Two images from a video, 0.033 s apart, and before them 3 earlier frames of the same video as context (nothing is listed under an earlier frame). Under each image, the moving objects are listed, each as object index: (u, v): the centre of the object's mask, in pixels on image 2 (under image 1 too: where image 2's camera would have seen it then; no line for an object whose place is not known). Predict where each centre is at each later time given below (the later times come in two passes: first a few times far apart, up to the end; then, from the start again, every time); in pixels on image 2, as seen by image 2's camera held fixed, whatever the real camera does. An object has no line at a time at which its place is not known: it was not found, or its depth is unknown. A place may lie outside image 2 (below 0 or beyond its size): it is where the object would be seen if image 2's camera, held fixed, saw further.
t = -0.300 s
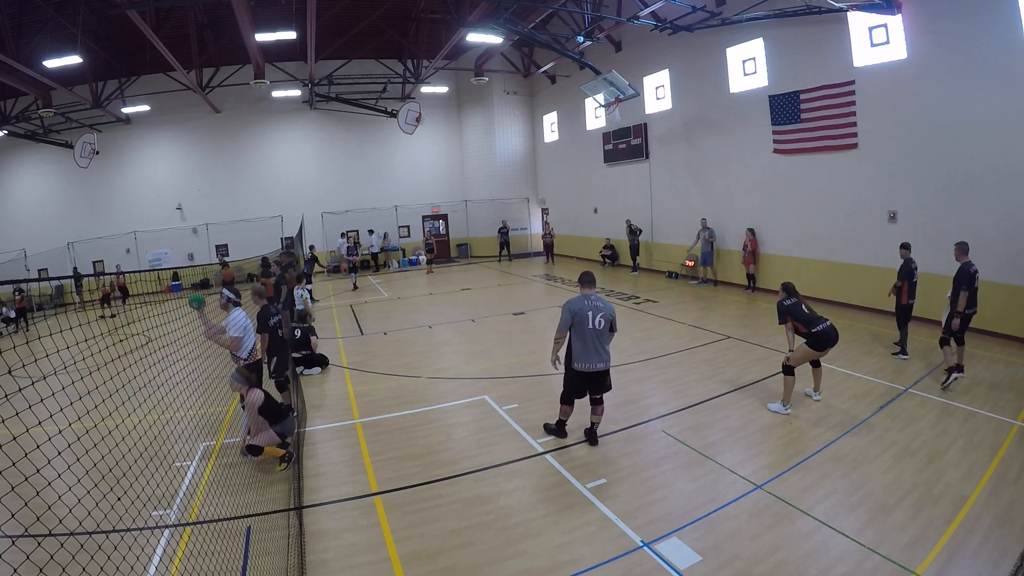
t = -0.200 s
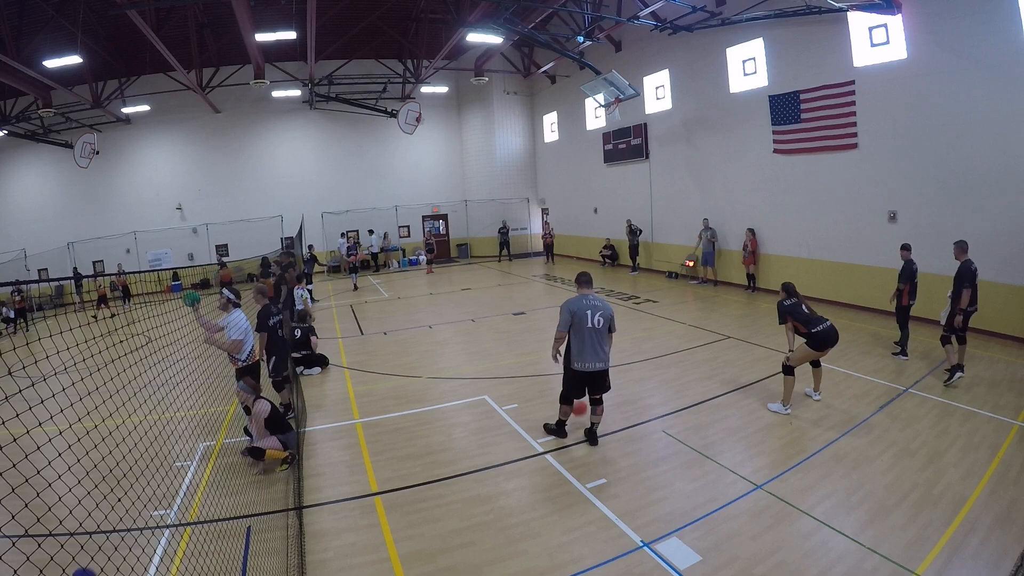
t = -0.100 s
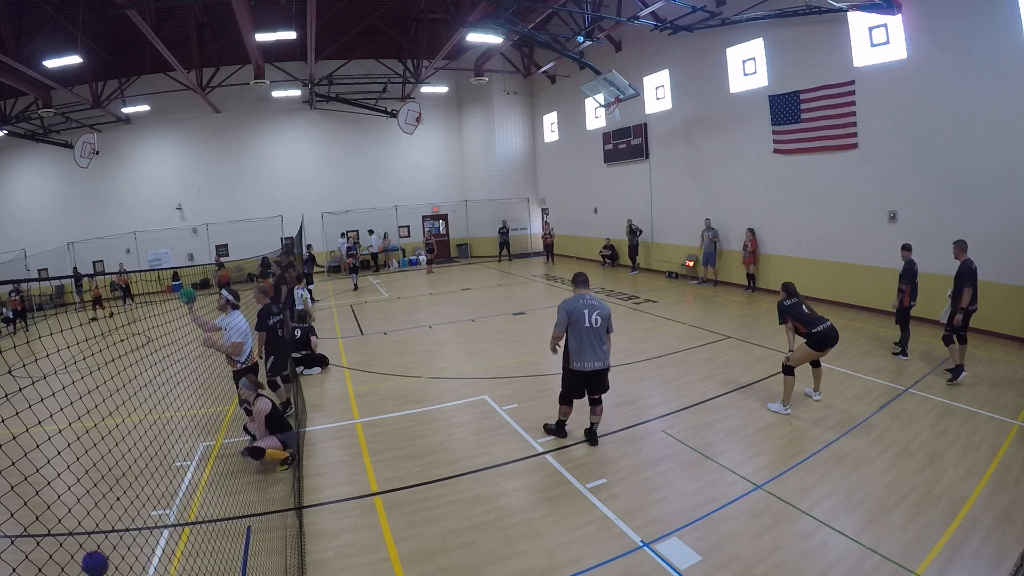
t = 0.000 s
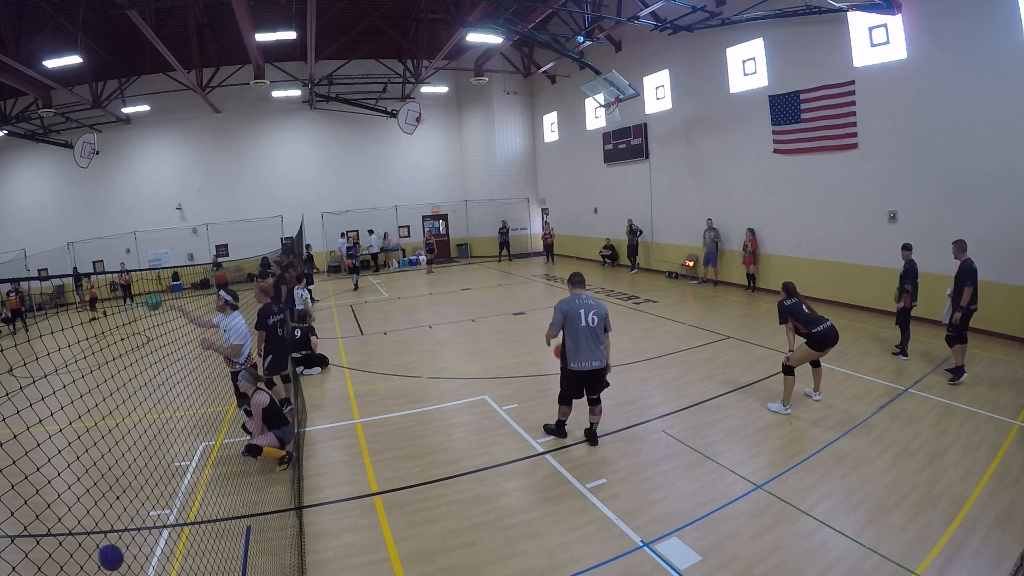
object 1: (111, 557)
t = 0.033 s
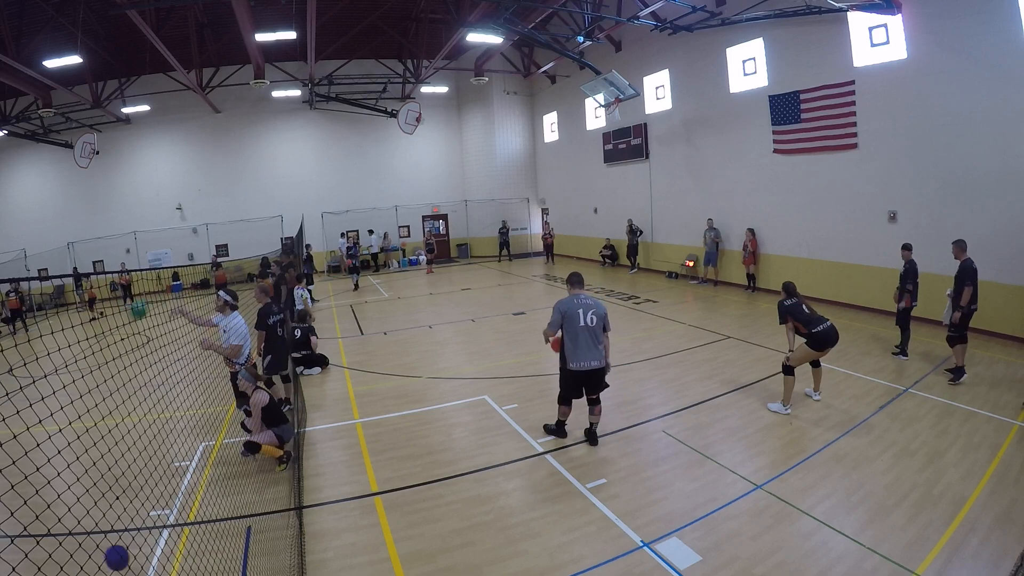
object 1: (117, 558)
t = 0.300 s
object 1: (143, 525)
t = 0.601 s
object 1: (178, 519)
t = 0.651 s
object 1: (179, 507)
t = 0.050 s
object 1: (120, 558)
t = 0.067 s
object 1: (123, 559)
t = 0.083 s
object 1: (126, 560)
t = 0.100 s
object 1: (130, 562)
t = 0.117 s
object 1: (134, 563)
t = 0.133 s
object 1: (137, 564)
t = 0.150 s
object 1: (138, 562)
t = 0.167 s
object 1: (137, 556)
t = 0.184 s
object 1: (138, 551)
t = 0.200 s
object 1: (138, 547)
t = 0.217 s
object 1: (139, 543)
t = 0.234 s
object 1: (139, 539)
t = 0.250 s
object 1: (140, 535)
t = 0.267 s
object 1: (141, 531)
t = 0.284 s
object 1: (142, 528)
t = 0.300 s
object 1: (143, 525)
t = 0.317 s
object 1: (144, 523)
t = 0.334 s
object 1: (146, 521)
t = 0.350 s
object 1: (147, 519)
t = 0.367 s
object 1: (149, 517)
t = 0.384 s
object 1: (151, 516)
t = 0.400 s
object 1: (152, 515)
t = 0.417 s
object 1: (154, 514)
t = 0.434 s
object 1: (156, 513)
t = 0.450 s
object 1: (158, 513)
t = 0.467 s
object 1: (160, 512)
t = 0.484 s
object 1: (162, 513)
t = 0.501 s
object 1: (164, 514)
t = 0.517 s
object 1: (167, 514)
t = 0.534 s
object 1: (169, 515)
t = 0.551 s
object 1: (172, 516)
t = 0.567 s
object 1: (174, 517)
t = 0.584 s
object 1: (177, 520)
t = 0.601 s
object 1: (178, 519)
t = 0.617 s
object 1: (179, 515)
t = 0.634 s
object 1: (179, 511)
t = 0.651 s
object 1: (179, 507)
